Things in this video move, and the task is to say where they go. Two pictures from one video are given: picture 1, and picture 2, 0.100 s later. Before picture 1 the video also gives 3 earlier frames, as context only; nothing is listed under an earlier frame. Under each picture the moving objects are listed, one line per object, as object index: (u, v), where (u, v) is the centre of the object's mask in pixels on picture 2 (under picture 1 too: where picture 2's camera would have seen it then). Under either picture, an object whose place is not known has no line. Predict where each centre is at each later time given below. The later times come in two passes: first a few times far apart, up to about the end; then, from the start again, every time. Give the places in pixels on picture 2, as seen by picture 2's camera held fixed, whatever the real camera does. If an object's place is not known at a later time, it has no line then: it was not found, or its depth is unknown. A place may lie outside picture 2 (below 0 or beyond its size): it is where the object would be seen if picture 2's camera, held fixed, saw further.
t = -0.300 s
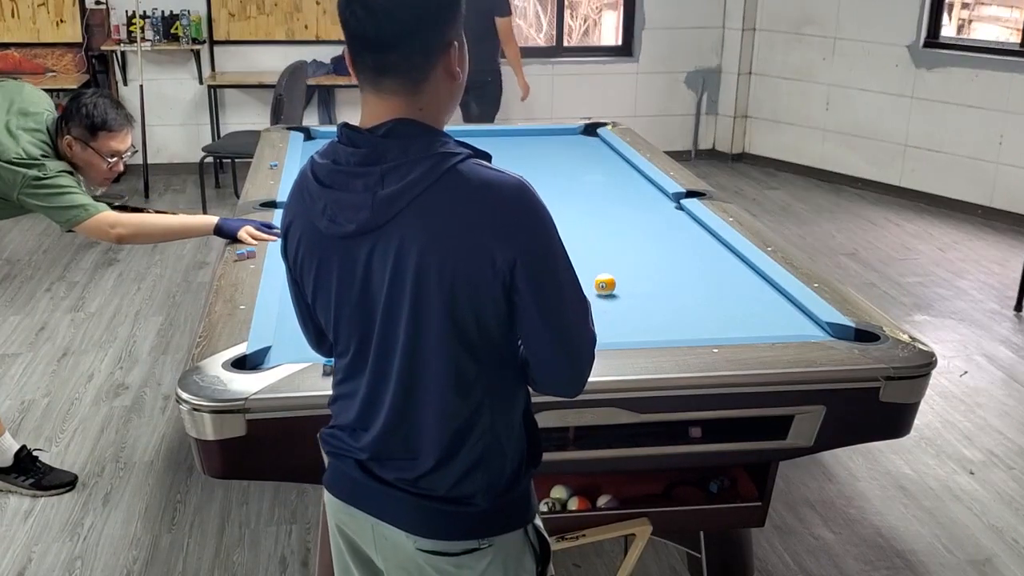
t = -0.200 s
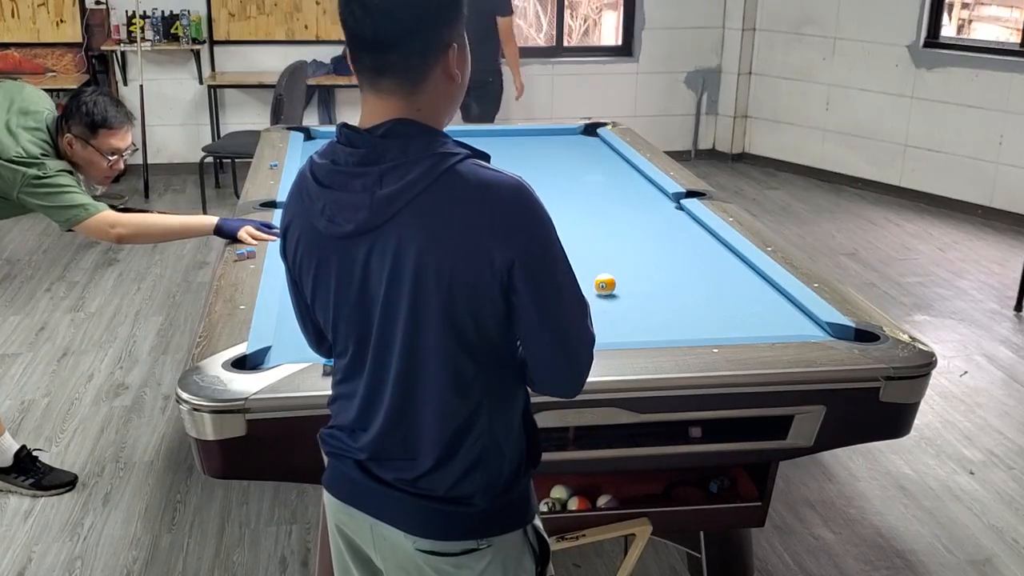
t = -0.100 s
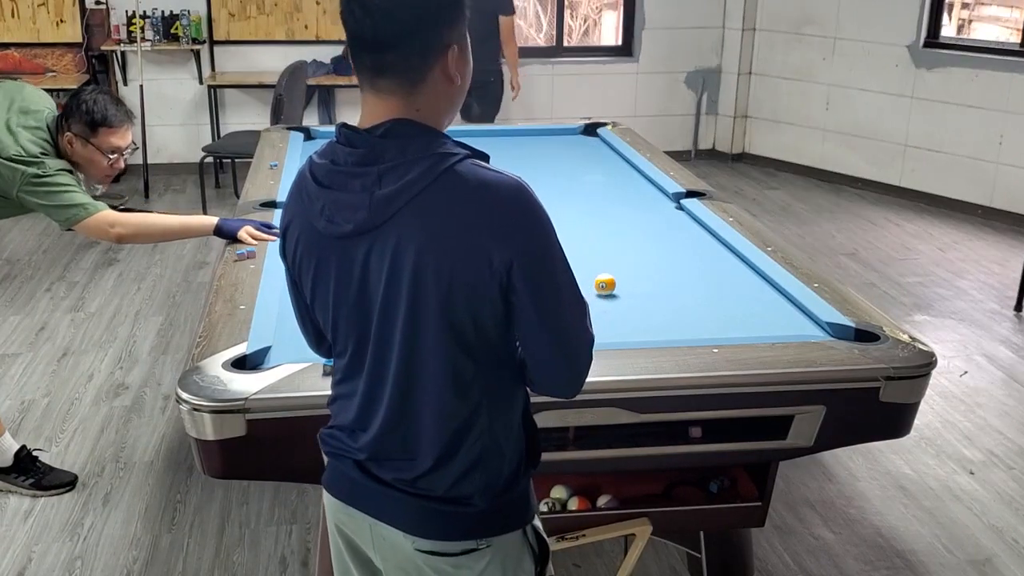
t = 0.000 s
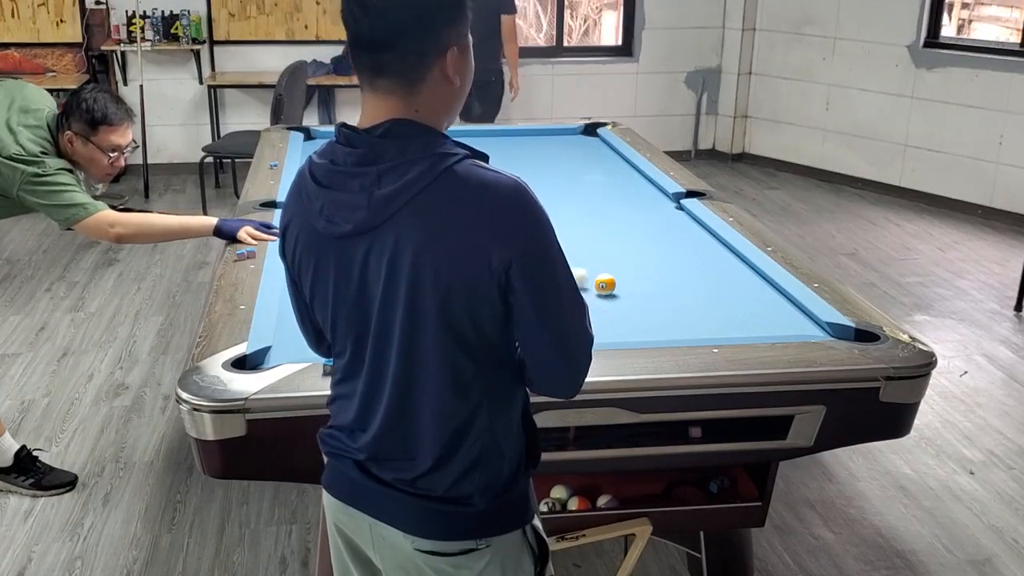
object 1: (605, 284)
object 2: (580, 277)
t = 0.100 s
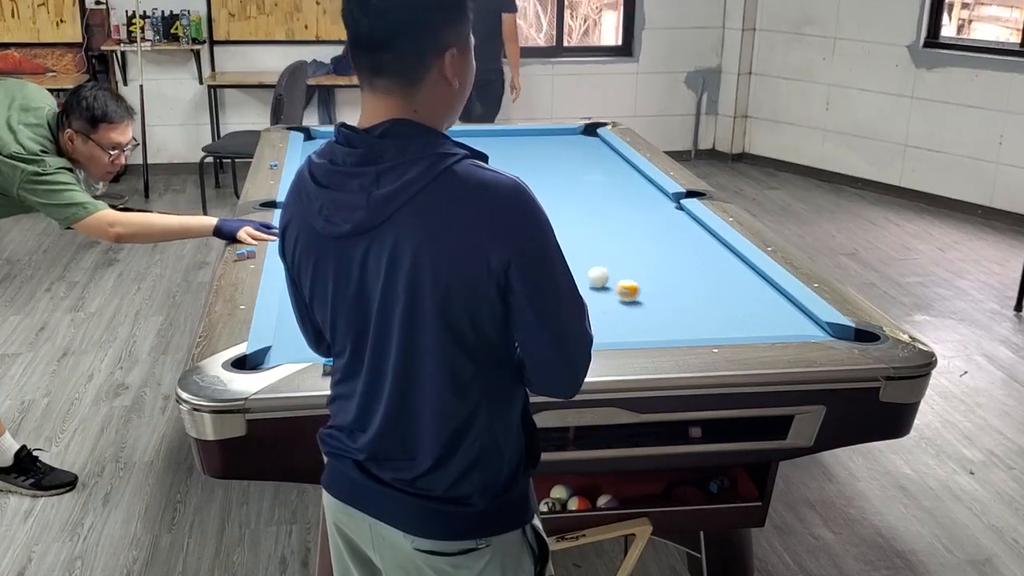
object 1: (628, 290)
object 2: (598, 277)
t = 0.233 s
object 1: (663, 300)
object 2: (623, 275)
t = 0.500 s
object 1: (731, 319)
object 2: (673, 271)
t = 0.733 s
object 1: (790, 328)
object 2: (714, 269)
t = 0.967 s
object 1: (805, 322)
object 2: (738, 266)
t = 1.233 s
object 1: (782, 312)
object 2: (712, 266)
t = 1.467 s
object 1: (759, 304)
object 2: (691, 267)
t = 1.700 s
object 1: (738, 297)
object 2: (672, 267)
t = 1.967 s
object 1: (717, 289)
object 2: (651, 267)
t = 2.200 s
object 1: (700, 283)
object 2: (634, 267)
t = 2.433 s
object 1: (686, 277)
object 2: (619, 267)
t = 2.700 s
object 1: (671, 271)
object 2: (604, 267)
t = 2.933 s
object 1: (659, 267)
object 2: (591, 267)
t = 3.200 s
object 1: (647, 262)
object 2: (579, 267)
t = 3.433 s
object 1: (638, 258)
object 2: (569, 267)
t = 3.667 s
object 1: (630, 256)
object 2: (561, 267)
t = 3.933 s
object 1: (621, 252)
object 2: (553, 267)
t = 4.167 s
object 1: (615, 250)
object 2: (548, 267)
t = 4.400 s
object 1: (610, 248)
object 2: (546, 266)
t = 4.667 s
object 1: (605, 246)
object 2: (535, 268)
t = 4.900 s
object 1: (602, 244)
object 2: (540, 267)
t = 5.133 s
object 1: (599, 243)
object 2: (539, 267)
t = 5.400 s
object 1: (597, 242)
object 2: (539, 267)
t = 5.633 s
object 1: (597, 241)
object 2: (539, 267)
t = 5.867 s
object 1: (597, 241)
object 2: (539, 267)
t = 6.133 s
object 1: (597, 241)
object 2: (539, 267)
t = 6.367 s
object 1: (597, 241)
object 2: (539, 267)
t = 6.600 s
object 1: (597, 241)
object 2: (539, 267)
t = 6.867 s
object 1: (597, 241)
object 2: (539, 267)
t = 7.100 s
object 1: (597, 241)
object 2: (539, 267)
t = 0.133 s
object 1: (638, 293)
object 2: (604, 276)
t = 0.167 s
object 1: (646, 296)
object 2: (610, 276)
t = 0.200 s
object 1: (655, 299)
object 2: (617, 275)
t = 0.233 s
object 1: (663, 300)
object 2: (623, 275)
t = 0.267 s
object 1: (671, 302)
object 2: (629, 274)
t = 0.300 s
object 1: (680, 305)
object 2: (636, 274)
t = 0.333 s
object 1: (688, 307)
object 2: (642, 274)
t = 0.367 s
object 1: (696, 309)
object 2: (648, 273)
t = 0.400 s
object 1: (705, 312)
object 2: (654, 273)
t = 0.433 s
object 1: (714, 314)
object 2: (661, 272)
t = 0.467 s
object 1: (722, 317)
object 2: (667, 272)
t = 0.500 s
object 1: (731, 319)
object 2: (673, 271)
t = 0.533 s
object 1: (740, 321)
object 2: (678, 271)
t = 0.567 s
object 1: (749, 324)
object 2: (685, 271)
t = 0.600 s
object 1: (758, 325)
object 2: (690, 270)
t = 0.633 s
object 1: (767, 326)
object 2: (696, 270)
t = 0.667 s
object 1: (776, 327)
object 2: (702, 270)
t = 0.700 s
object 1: (786, 329)
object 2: (708, 269)
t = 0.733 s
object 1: (790, 328)
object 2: (714, 269)
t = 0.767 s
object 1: (793, 328)
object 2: (720, 268)
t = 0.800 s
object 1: (794, 327)
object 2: (726, 268)
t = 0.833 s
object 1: (796, 326)
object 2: (731, 268)
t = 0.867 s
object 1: (799, 325)
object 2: (737, 267)
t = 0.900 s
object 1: (801, 324)
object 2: (743, 267)
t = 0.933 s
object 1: (803, 323)
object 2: (742, 267)
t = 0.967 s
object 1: (805, 322)
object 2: (738, 266)
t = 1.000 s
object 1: (806, 321)
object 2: (735, 267)
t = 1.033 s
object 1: (803, 320)
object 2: (732, 266)
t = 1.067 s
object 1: (799, 318)
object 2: (728, 266)
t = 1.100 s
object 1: (796, 317)
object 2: (725, 266)
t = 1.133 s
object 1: (792, 315)
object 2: (722, 267)
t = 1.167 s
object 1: (788, 314)
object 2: (719, 267)
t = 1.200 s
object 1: (785, 313)
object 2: (716, 267)
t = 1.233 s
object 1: (782, 312)
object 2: (712, 266)
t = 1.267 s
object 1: (778, 311)
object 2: (709, 266)
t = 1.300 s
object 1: (775, 309)
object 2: (706, 267)
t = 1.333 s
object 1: (772, 308)
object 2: (703, 267)
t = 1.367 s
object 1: (768, 307)
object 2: (700, 266)
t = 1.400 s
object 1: (765, 306)
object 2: (697, 266)
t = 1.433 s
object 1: (762, 305)
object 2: (694, 266)
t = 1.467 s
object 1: (759, 304)
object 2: (691, 267)
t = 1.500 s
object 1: (756, 303)
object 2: (688, 267)
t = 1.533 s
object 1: (753, 302)
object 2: (685, 267)
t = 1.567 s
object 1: (750, 300)
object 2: (682, 267)
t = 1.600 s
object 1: (746, 300)
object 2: (680, 267)
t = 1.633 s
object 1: (744, 299)
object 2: (677, 267)
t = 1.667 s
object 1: (741, 298)
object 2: (674, 267)
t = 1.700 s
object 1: (738, 297)
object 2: (672, 267)
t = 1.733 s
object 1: (735, 295)
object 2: (669, 267)
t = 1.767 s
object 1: (732, 294)
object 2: (666, 267)
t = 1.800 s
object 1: (730, 294)
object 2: (663, 267)
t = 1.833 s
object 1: (727, 293)
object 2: (661, 267)
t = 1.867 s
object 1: (724, 292)
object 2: (658, 266)
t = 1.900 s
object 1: (722, 291)
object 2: (656, 267)
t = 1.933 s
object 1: (719, 290)
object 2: (653, 267)
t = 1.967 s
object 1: (717, 289)
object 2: (651, 267)
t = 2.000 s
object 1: (715, 288)
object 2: (649, 267)
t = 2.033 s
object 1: (712, 287)
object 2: (646, 267)
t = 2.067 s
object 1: (710, 286)
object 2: (644, 267)
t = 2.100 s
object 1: (707, 285)
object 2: (641, 267)
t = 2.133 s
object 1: (705, 284)
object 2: (639, 267)
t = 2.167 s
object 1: (702, 284)
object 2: (637, 267)
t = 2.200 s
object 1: (700, 283)
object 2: (634, 267)
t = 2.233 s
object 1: (699, 282)
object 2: (632, 267)
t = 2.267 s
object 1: (696, 281)
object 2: (630, 267)
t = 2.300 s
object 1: (694, 280)
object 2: (628, 267)
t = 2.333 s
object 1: (692, 279)
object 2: (626, 267)
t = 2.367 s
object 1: (690, 278)
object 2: (624, 267)
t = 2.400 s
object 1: (688, 278)
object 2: (621, 267)
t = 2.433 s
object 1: (686, 277)
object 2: (619, 267)
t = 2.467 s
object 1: (684, 276)
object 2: (617, 267)
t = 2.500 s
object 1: (682, 275)
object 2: (615, 267)
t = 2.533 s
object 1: (680, 275)
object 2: (613, 267)
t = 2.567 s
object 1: (678, 274)
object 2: (611, 267)
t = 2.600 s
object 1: (676, 273)
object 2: (609, 267)
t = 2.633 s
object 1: (674, 273)
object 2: (608, 267)
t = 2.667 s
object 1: (673, 272)
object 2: (606, 267)
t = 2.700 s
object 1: (671, 271)
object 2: (604, 267)
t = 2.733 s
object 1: (669, 271)
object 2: (602, 267)
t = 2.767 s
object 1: (667, 270)
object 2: (600, 267)
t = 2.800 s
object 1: (666, 269)
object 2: (598, 267)
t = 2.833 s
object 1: (664, 269)
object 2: (596, 267)
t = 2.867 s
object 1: (663, 268)
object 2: (595, 267)
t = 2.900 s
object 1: (661, 267)
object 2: (593, 267)
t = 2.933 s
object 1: (659, 267)
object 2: (591, 267)
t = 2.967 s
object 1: (658, 266)
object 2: (590, 267)
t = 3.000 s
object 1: (656, 266)
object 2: (588, 267)
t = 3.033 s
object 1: (654, 265)
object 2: (587, 267)
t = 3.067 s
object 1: (653, 264)
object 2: (585, 267)
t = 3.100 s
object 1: (652, 264)
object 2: (584, 267)
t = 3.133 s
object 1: (650, 263)
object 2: (582, 267)
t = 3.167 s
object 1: (649, 262)
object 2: (581, 267)
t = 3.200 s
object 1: (647, 262)
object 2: (579, 267)
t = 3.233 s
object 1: (646, 262)
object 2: (577, 267)
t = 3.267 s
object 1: (645, 261)
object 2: (576, 267)
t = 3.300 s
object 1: (643, 261)
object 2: (574, 267)
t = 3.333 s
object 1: (642, 260)
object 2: (573, 267)
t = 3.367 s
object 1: (641, 260)
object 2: (572, 267)
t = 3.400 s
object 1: (640, 259)
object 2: (571, 267)
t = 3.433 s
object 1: (638, 258)
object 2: (569, 267)
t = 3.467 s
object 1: (637, 258)
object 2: (568, 267)
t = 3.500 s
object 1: (636, 258)
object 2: (567, 267)
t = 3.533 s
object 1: (635, 257)
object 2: (566, 267)
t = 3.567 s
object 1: (633, 257)
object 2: (565, 267)
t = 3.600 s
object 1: (632, 256)
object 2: (563, 267)
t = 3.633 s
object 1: (631, 256)
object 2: (562, 267)
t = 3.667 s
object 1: (630, 256)
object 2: (561, 267)
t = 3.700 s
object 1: (629, 255)
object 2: (560, 267)
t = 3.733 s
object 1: (628, 255)
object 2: (559, 267)
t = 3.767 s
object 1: (627, 254)
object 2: (558, 267)
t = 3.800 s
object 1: (626, 254)
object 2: (558, 267)
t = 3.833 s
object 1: (625, 254)
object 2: (557, 267)
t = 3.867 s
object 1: (624, 253)
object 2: (555, 267)
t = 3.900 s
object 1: (623, 253)
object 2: (554, 267)
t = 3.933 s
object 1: (621, 252)
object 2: (553, 267)
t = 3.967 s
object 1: (620, 252)
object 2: (552, 267)
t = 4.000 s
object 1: (620, 252)
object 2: (551, 267)
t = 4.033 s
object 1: (619, 251)
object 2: (551, 267)
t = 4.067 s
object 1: (618, 251)
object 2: (550, 267)
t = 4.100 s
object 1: (617, 251)
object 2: (550, 267)
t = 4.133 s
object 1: (616, 251)
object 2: (549, 267)
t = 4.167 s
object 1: (615, 250)
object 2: (548, 267)
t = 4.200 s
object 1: (614, 250)
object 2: (548, 267)
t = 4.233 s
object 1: (614, 249)
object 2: (547, 267)
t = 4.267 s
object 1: (613, 249)
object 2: (547, 266)
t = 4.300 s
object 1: (612, 249)
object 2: (546, 266)
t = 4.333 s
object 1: (611, 248)
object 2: (546, 266)
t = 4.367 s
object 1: (611, 248)
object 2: (545, 266)
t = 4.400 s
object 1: (610, 248)
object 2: (546, 266)
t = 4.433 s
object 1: (610, 247)
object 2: (548, 266)
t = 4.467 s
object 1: (609, 247)
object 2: (549, 265)
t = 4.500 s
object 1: (608, 247)
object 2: (538, 267)
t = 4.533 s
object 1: (608, 247)
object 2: (538, 267)
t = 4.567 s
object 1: (607, 246)
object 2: (538, 268)
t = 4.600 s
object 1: (606, 246)
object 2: (538, 267)
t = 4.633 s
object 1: (606, 246)
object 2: (537, 267)
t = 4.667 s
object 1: (605, 246)
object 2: (535, 268)
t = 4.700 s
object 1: (605, 245)
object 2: (547, 266)
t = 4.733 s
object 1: (604, 245)
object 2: (545, 266)
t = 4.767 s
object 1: (604, 245)
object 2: (543, 267)
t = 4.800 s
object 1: (603, 245)
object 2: (542, 266)
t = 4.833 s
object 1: (603, 245)
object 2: (540, 267)
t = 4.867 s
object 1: (603, 245)
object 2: (540, 267)
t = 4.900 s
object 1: (602, 244)
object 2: (540, 267)
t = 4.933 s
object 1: (602, 244)
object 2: (540, 267)
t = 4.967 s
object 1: (601, 244)
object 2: (540, 267)
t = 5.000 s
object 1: (601, 244)
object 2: (539, 267)
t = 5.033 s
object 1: (600, 244)
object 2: (539, 267)
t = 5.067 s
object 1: (600, 244)
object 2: (539, 267)
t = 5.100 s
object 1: (600, 243)
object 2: (539, 267)
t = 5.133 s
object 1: (599, 243)
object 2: (539, 267)
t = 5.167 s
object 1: (599, 243)
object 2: (540, 267)
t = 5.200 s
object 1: (599, 243)
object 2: (539, 267)
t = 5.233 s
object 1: (599, 243)
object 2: (539, 267)
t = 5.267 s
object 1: (598, 242)
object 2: (540, 267)
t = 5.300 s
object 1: (598, 242)
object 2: (540, 267)
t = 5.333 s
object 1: (598, 242)
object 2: (539, 267)
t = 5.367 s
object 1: (598, 242)
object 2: (539, 267)
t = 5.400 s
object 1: (597, 242)
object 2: (539, 267)
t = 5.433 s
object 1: (598, 242)
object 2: (539, 267)
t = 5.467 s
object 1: (597, 242)
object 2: (539, 267)
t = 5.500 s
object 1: (597, 242)
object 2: (539, 267)
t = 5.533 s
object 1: (597, 242)
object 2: (539, 267)
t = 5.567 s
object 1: (597, 242)
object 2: (539, 267)
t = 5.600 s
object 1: (597, 242)
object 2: (539, 267)
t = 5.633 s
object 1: (597, 241)
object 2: (539, 267)
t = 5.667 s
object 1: (597, 241)
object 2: (539, 267)
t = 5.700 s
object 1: (596, 241)
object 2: (539, 267)
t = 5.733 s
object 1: (597, 241)
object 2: (539, 267)
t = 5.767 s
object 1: (597, 241)
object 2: (539, 267)
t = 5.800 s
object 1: (597, 241)
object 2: (539, 267)
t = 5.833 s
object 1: (597, 241)
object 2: (539, 267)
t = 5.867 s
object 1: (597, 241)
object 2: (539, 267)
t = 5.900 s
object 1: (597, 241)
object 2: (539, 267)
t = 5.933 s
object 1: (597, 241)
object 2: (539, 267)
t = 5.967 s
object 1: (597, 241)
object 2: (539, 267)
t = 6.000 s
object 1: (597, 241)
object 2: (539, 267)
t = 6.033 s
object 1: (597, 241)
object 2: (540, 267)
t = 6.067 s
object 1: (597, 241)
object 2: (539, 267)
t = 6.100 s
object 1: (597, 241)
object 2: (539, 267)
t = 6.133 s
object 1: (597, 241)
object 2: (539, 267)
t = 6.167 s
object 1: (597, 241)
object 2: (539, 267)
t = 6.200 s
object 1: (597, 241)
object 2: (539, 267)
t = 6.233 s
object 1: (597, 241)
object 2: (539, 267)
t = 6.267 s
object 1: (597, 241)
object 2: (539, 267)
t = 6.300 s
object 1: (597, 241)
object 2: (539, 267)
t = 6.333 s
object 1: (597, 241)
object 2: (539, 267)
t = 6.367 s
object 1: (597, 241)
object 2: (539, 267)
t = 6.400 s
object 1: (597, 241)
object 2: (539, 267)
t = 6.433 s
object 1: (597, 241)
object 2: (539, 267)
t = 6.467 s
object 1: (597, 241)
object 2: (539, 267)
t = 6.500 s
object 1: (597, 241)
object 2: (539, 267)
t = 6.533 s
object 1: (597, 241)
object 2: (539, 267)
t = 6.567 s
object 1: (597, 241)
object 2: (540, 267)
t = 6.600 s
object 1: (597, 241)
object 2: (539, 267)
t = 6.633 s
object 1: (597, 241)
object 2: (539, 267)
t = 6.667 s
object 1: (597, 241)
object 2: (539, 267)
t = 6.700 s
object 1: (597, 241)
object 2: (539, 267)
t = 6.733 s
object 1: (597, 241)
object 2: (539, 267)
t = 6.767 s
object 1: (597, 241)
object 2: (539, 267)
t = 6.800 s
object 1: (597, 241)
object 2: (539, 267)
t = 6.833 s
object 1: (597, 241)
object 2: (539, 267)
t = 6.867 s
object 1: (597, 241)
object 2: (539, 267)
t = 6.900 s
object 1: (597, 241)
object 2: (539, 267)
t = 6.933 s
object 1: (597, 241)
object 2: (539, 267)
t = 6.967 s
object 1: (597, 241)
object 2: (539, 267)
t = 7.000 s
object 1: (597, 241)
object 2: (539, 267)
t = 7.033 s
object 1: (597, 241)
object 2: (539, 267)
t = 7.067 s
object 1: (597, 241)
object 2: (539, 267)
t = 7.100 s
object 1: (597, 241)
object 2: (539, 267)
